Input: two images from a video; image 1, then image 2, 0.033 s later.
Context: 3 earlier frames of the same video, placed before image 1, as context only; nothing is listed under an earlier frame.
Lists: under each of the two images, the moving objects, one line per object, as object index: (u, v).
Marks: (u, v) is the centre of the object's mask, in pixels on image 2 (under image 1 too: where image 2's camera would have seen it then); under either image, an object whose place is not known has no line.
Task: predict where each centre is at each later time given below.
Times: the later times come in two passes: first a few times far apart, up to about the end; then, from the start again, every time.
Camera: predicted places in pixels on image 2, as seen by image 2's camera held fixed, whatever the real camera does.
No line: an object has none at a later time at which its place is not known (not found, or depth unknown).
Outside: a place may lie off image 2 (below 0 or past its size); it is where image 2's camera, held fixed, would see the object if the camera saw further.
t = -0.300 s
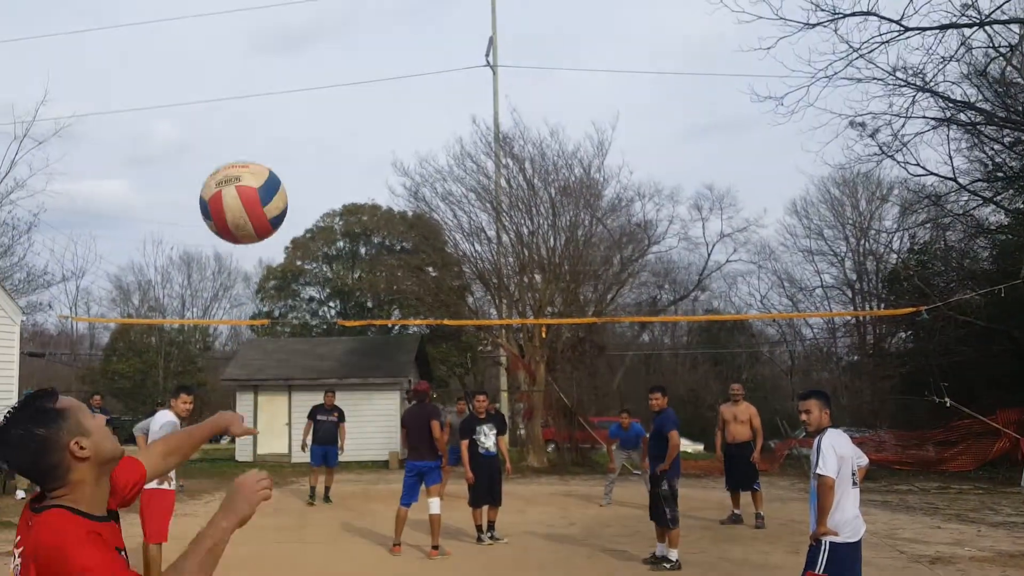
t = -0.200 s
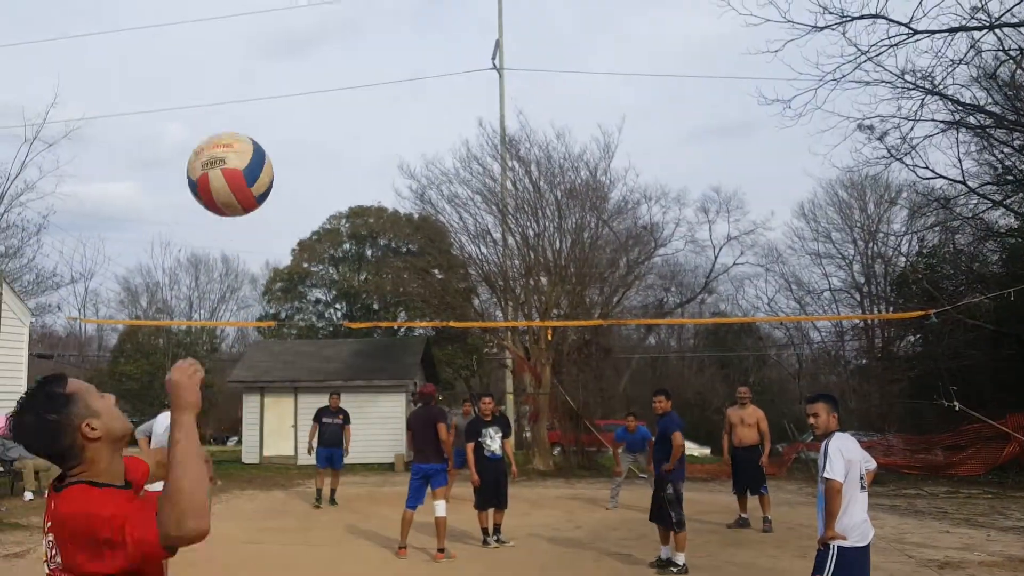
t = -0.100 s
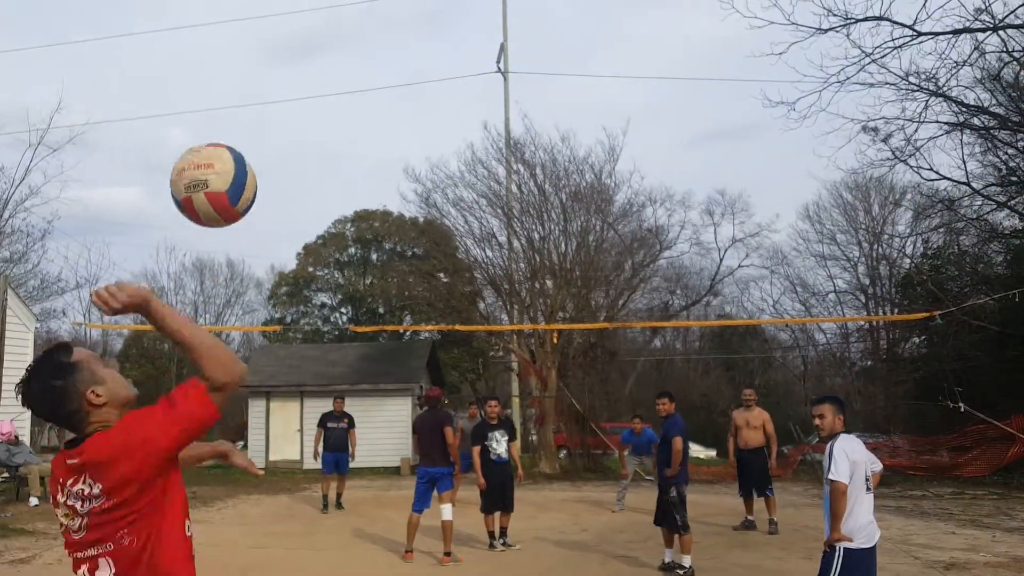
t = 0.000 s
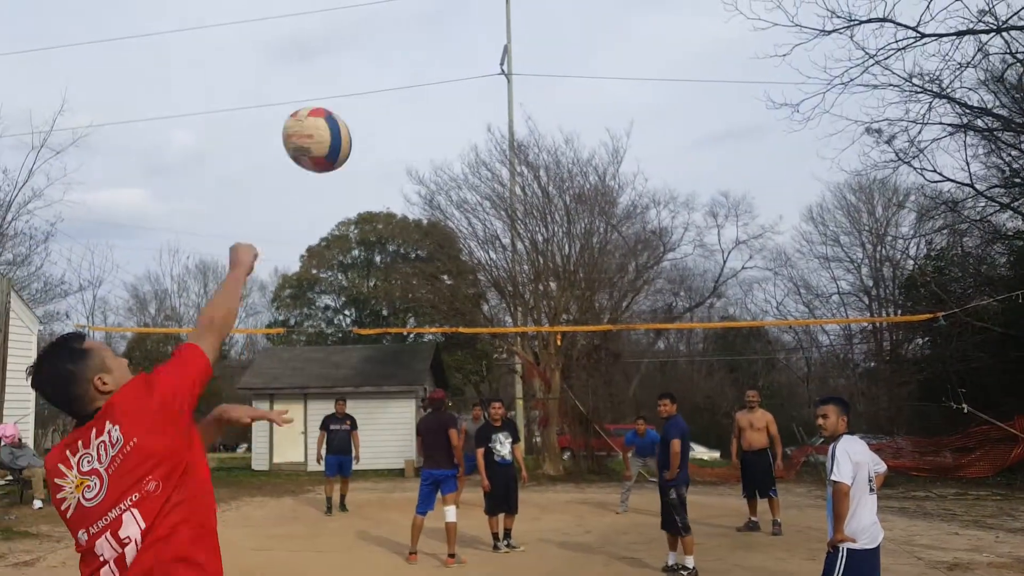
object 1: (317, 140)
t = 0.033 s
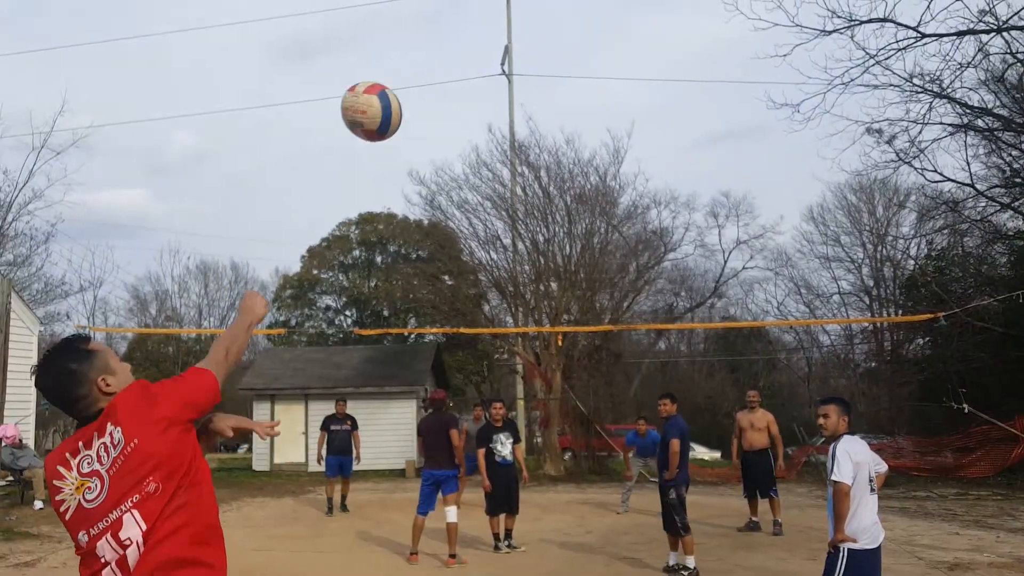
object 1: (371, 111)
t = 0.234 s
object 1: (555, 48)
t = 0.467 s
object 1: (659, 82)
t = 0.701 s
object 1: (712, 160)
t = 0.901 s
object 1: (733, 236)
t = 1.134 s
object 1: (751, 334)
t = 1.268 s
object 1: (759, 394)
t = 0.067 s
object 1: (415, 90)
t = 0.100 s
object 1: (452, 74)
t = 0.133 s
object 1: (483, 63)
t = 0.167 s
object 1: (510, 55)
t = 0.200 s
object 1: (534, 51)
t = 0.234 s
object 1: (555, 48)
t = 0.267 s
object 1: (574, 48)
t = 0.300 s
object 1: (592, 51)
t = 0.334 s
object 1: (608, 55)
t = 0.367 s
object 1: (622, 60)
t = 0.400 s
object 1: (636, 66)
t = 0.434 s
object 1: (648, 74)
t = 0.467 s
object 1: (659, 82)
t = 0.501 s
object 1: (669, 91)
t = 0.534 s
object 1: (679, 101)
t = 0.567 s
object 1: (690, 113)
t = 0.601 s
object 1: (698, 125)
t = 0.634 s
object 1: (704, 136)
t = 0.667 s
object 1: (708, 148)
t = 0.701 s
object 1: (712, 160)
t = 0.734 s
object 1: (716, 172)
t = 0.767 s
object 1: (720, 185)
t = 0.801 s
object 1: (724, 198)
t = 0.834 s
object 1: (727, 210)
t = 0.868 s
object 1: (730, 224)
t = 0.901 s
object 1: (733, 236)
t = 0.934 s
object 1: (735, 250)
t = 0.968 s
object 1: (738, 263)
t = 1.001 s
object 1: (740, 278)
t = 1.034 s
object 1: (743, 291)
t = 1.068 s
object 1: (745, 306)
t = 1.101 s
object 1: (749, 317)
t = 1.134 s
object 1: (751, 334)
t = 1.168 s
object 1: (753, 349)
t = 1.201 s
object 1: (756, 364)
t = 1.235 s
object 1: (758, 379)
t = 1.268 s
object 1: (759, 394)
